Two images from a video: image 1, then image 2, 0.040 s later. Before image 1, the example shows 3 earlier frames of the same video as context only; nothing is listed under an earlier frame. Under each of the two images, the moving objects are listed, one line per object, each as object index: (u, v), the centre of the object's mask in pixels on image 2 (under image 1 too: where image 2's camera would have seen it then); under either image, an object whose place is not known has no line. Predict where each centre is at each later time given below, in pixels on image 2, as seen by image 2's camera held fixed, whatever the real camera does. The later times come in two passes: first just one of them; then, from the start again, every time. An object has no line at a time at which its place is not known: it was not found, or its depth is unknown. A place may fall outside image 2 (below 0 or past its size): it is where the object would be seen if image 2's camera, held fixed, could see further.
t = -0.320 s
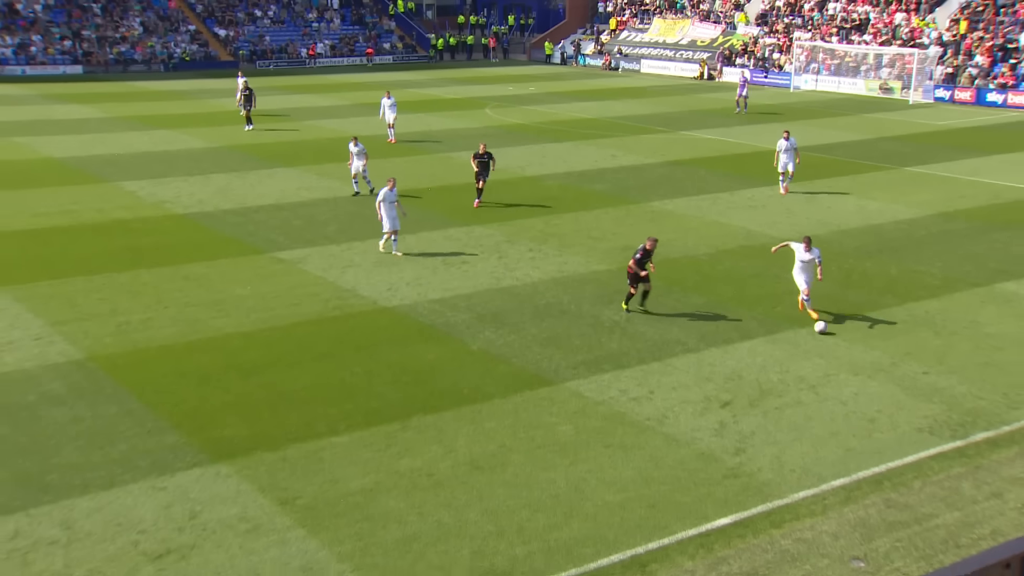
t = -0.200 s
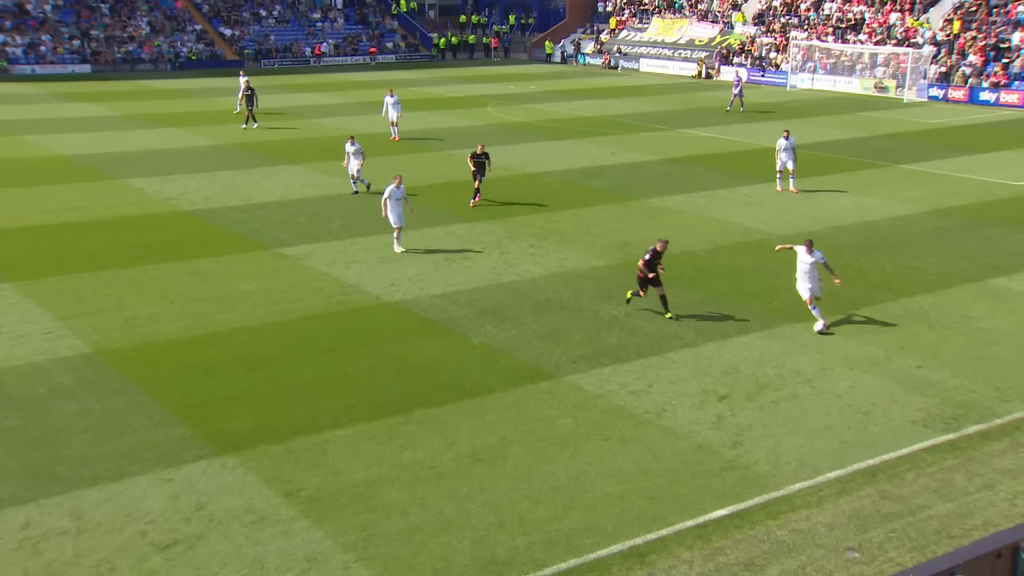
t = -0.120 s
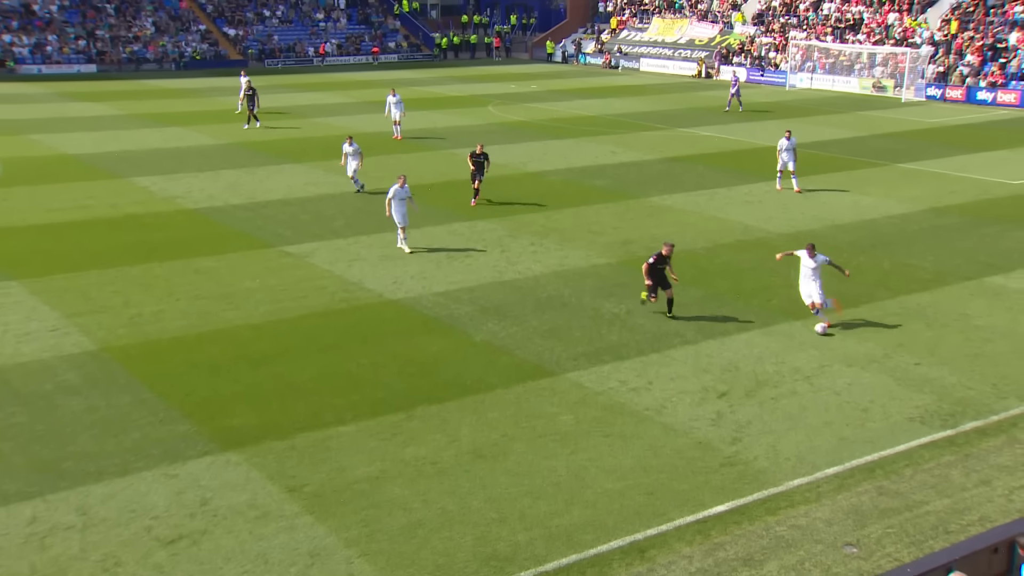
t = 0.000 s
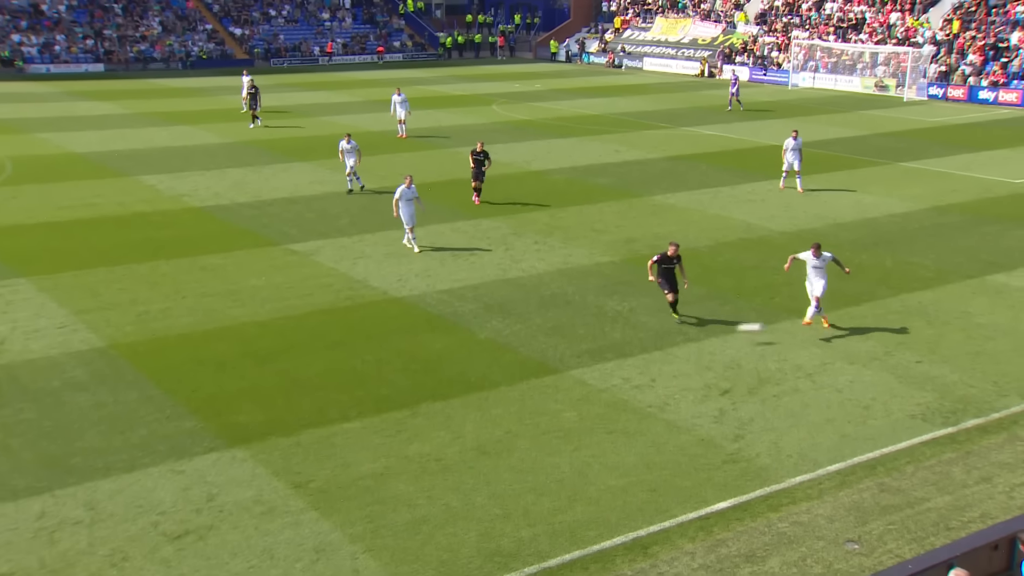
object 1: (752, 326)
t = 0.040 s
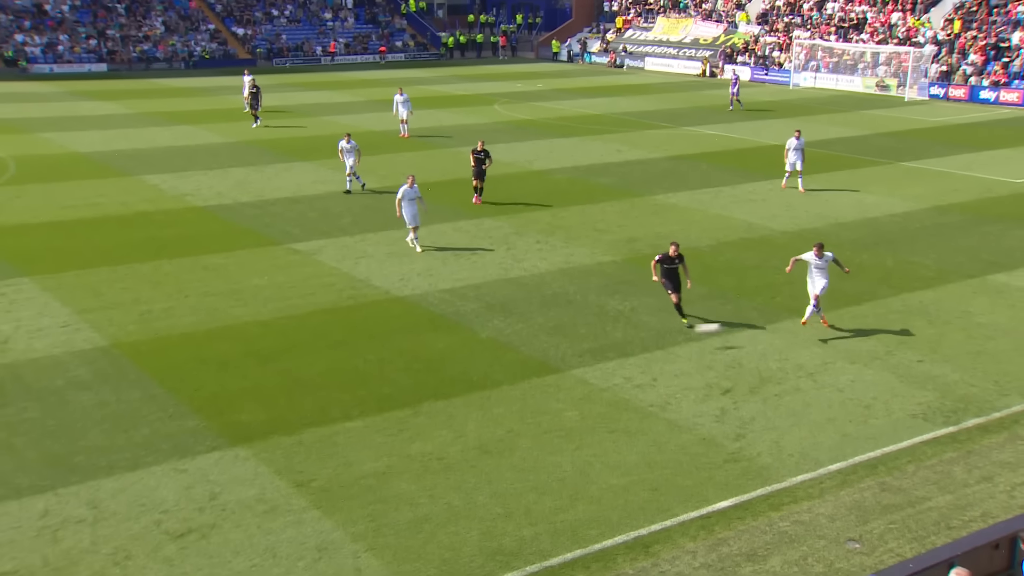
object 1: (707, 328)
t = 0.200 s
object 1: (524, 343)
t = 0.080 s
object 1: (663, 330)
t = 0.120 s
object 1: (617, 333)
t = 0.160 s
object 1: (571, 337)
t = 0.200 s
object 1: (524, 343)
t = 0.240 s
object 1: (476, 349)
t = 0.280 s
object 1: (428, 355)
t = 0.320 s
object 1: (379, 364)
